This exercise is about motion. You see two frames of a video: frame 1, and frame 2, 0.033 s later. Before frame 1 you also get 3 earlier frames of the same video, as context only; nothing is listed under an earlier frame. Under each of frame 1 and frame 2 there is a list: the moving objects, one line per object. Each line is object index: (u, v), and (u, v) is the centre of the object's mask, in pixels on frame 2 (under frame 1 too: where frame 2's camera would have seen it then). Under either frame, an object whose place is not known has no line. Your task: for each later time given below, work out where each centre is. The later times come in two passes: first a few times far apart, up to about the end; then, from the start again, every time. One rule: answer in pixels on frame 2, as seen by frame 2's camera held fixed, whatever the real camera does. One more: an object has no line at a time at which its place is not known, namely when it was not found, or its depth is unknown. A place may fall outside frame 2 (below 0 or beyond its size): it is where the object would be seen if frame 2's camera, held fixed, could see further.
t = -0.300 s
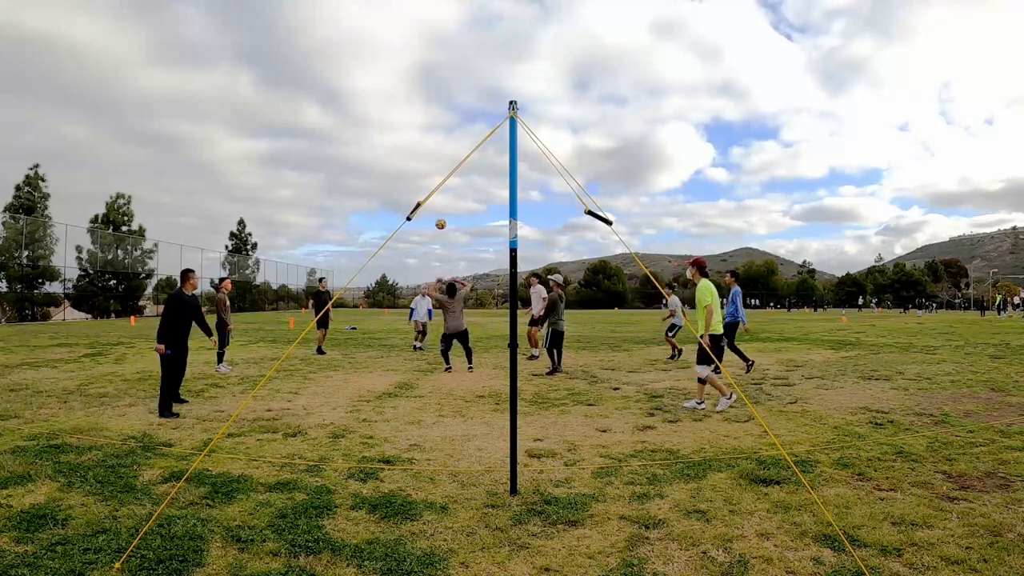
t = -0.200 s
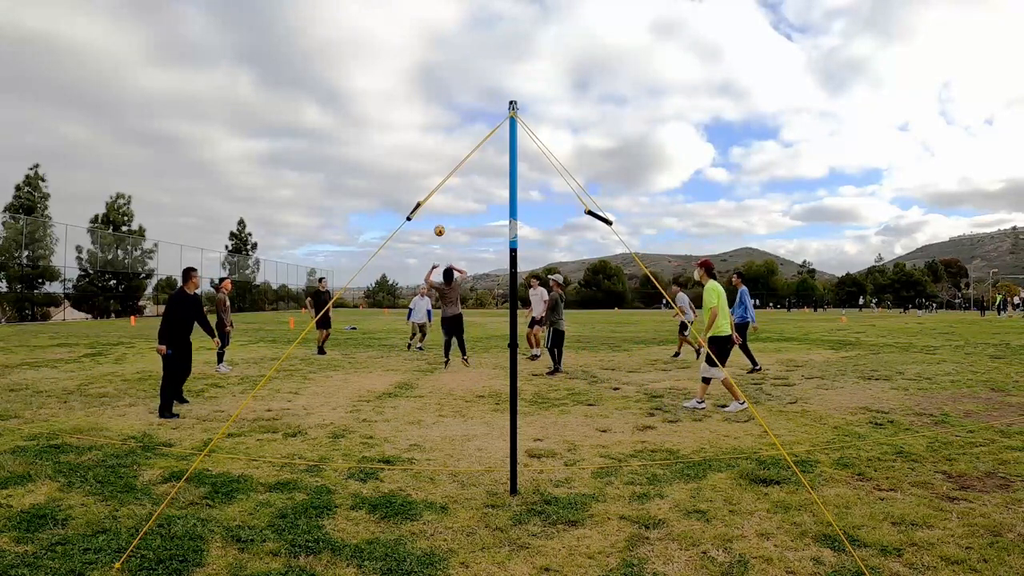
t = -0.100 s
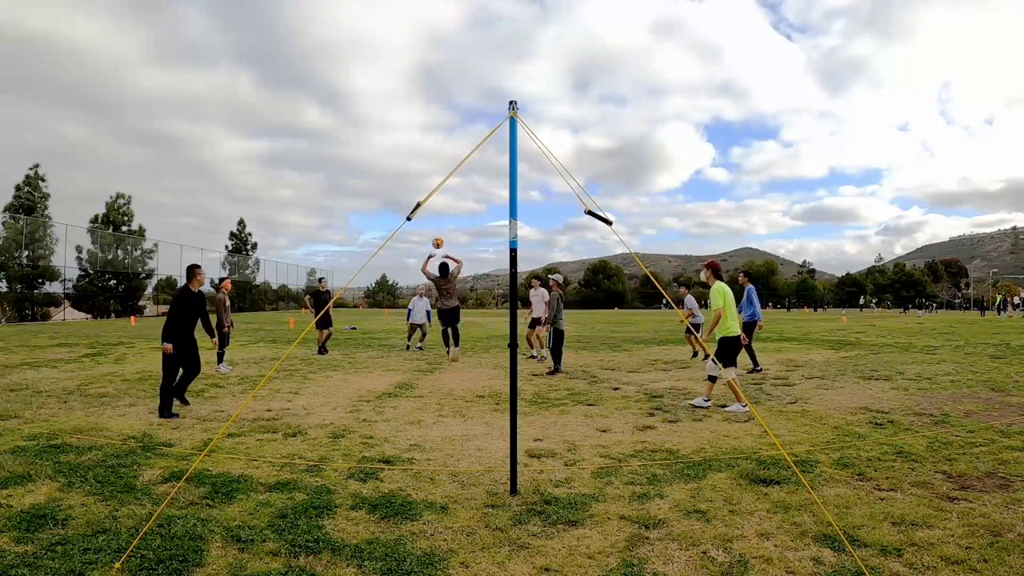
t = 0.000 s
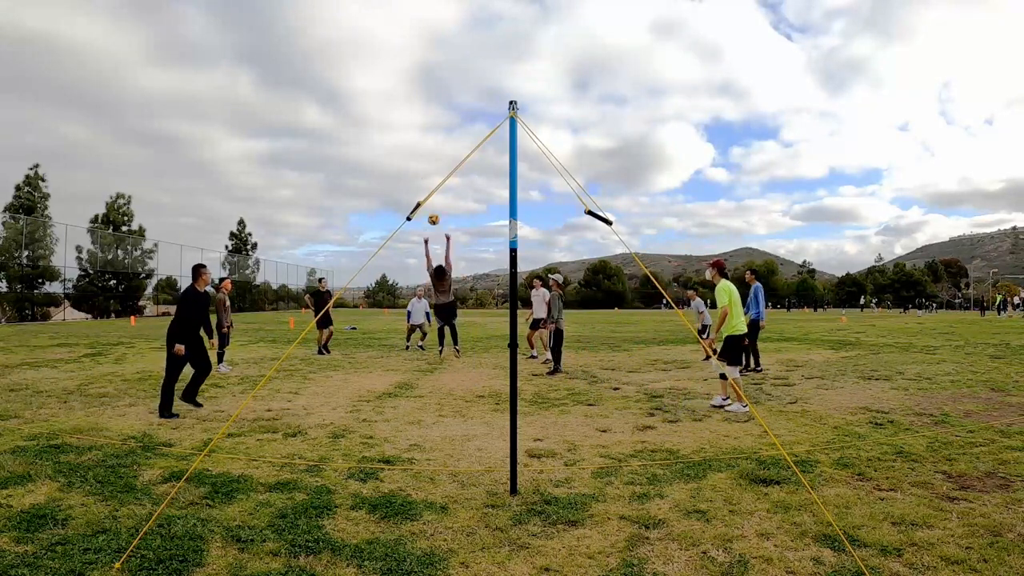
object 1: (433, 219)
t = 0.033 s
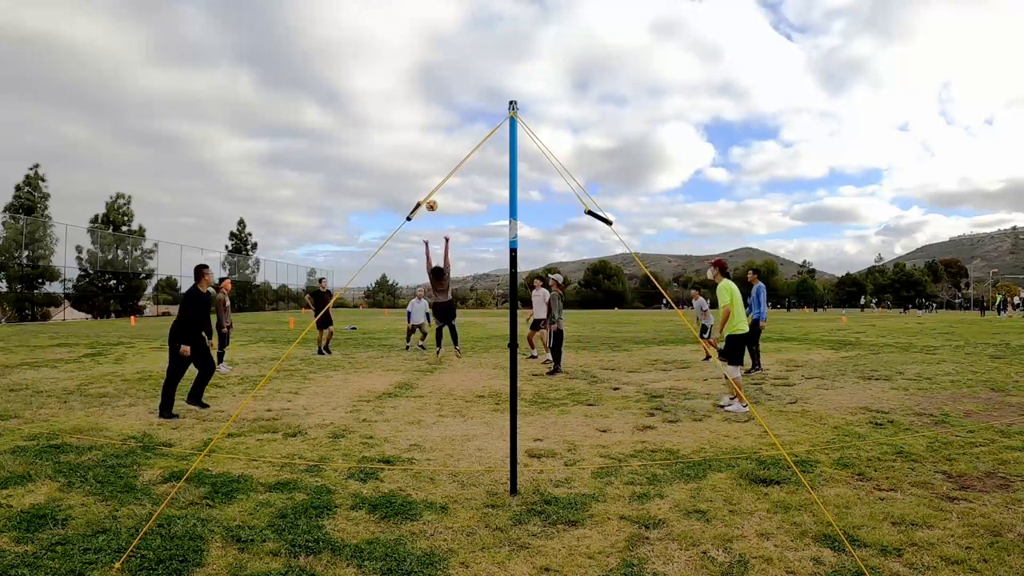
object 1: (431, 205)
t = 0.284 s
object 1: (418, 120)
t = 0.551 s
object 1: (403, 66)
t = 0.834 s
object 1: (383, 50)
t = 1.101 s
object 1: (358, 79)
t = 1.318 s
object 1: (334, 142)
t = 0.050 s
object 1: (431, 199)
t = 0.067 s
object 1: (429, 192)
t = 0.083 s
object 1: (428, 185)
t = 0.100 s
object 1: (427, 179)
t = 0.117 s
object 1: (427, 173)
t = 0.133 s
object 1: (426, 167)
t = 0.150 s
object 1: (425, 161)
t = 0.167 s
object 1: (424, 155)
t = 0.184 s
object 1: (423, 150)
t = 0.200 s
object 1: (422, 144)
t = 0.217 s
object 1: (421, 139)
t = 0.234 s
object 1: (420, 134)
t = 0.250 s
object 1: (419, 129)
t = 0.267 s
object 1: (419, 124)
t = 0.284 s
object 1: (418, 120)
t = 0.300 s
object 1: (417, 115)
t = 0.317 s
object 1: (416, 111)
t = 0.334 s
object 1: (415, 107)
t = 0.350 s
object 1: (414, 103)
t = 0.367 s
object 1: (413, 99)
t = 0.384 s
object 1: (412, 95)
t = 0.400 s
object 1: (412, 91)
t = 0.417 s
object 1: (411, 88)
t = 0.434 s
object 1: (410, 85)
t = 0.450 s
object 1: (409, 82)
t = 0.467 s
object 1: (408, 78)
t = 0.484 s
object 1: (407, 76)
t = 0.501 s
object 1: (406, 73)
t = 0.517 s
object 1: (405, 71)
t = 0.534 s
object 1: (404, 68)
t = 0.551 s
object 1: (403, 66)
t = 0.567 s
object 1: (402, 64)
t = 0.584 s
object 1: (401, 62)
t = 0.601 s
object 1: (400, 60)
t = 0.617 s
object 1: (398, 58)
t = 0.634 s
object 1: (397, 57)
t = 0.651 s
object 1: (396, 55)
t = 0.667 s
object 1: (395, 54)
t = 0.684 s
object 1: (394, 53)
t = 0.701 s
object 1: (393, 52)
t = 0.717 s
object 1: (391, 51)
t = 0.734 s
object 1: (390, 51)
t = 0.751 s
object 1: (389, 50)
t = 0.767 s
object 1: (388, 49)
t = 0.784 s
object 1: (387, 49)
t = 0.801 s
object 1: (385, 49)
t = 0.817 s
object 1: (384, 49)
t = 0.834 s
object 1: (383, 50)
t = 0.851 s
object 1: (381, 50)
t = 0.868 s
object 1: (380, 51)
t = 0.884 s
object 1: (379, 52)
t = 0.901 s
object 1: (377, 53)
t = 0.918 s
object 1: (375, 54)
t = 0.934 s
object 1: (374, 55)
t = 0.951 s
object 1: (373, 57)
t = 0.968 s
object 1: (371, 58)
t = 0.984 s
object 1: (370, 60)
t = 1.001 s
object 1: (368, 62)
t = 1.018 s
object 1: (366, 64)
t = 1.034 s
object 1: (365, 67)
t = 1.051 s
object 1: (363, 69)
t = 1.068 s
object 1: (361, 72)
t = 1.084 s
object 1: (360, 75)
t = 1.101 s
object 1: (358, 79)
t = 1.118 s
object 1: (356, 82)
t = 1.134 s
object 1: (354, 86)
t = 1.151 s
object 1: (353, 90)
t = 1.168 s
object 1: (351, 94)
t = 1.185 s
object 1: (349, 98)
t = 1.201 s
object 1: (347, 103)
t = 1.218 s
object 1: (345, 107)
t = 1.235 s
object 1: (343, 112)
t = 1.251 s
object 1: (342, 118)
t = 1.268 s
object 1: (340, 123)
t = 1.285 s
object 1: (337, 130)
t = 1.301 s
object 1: (336, 136)
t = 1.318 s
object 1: (334, 142)
